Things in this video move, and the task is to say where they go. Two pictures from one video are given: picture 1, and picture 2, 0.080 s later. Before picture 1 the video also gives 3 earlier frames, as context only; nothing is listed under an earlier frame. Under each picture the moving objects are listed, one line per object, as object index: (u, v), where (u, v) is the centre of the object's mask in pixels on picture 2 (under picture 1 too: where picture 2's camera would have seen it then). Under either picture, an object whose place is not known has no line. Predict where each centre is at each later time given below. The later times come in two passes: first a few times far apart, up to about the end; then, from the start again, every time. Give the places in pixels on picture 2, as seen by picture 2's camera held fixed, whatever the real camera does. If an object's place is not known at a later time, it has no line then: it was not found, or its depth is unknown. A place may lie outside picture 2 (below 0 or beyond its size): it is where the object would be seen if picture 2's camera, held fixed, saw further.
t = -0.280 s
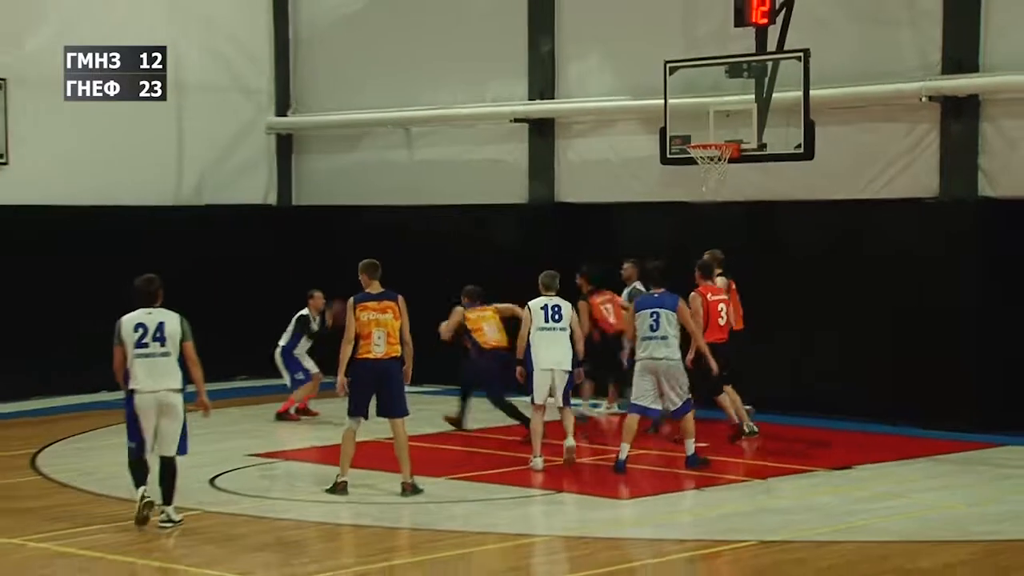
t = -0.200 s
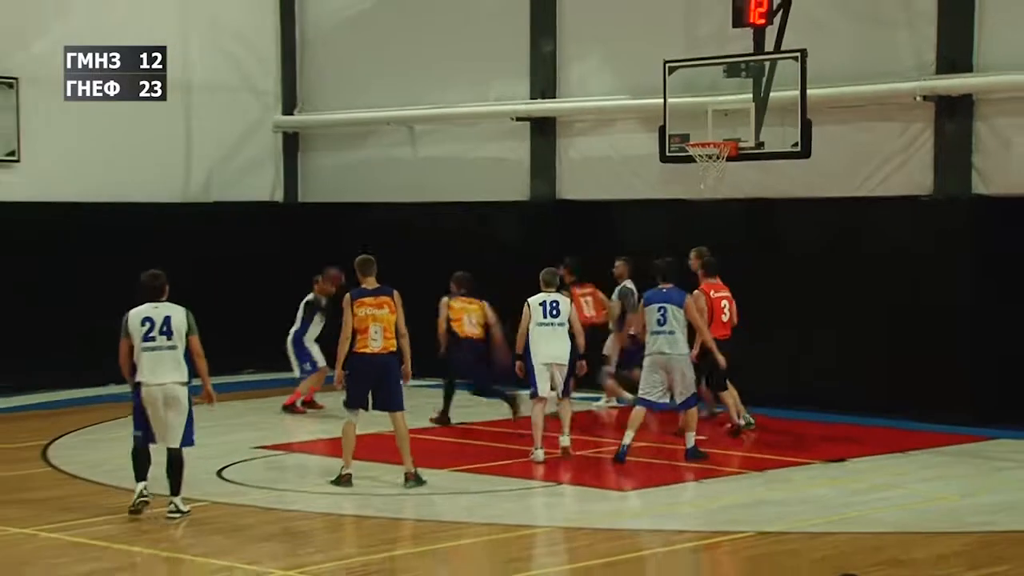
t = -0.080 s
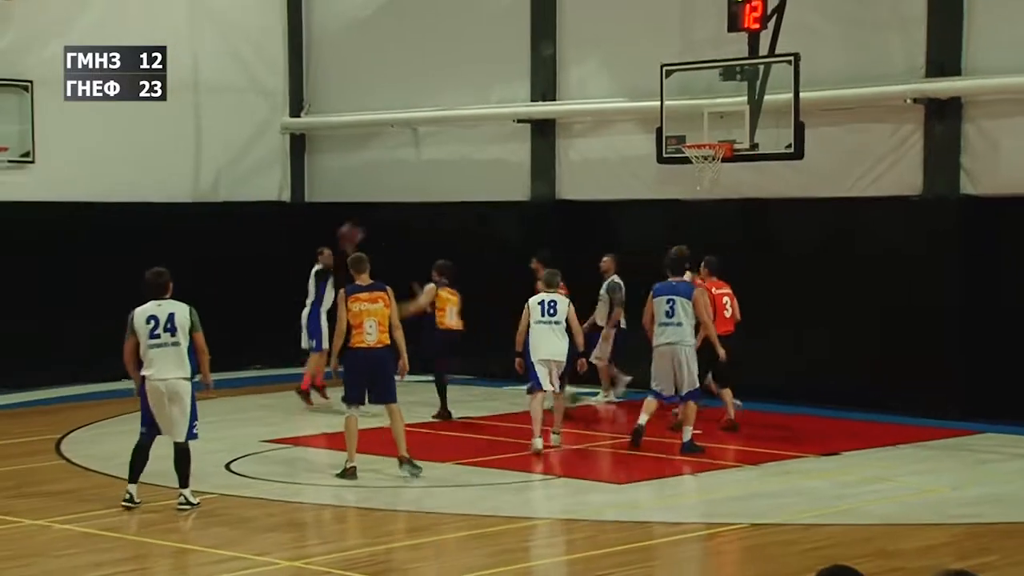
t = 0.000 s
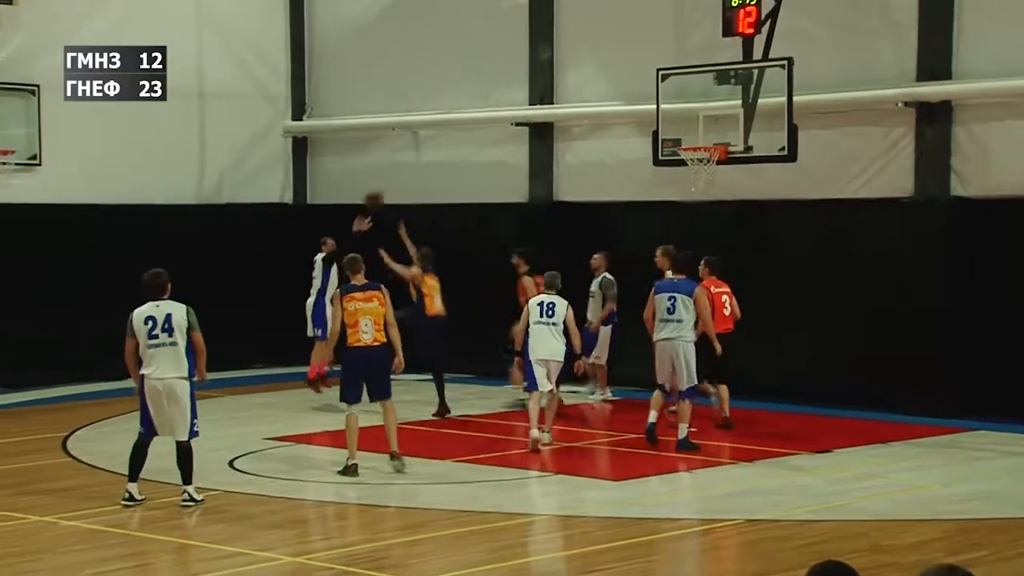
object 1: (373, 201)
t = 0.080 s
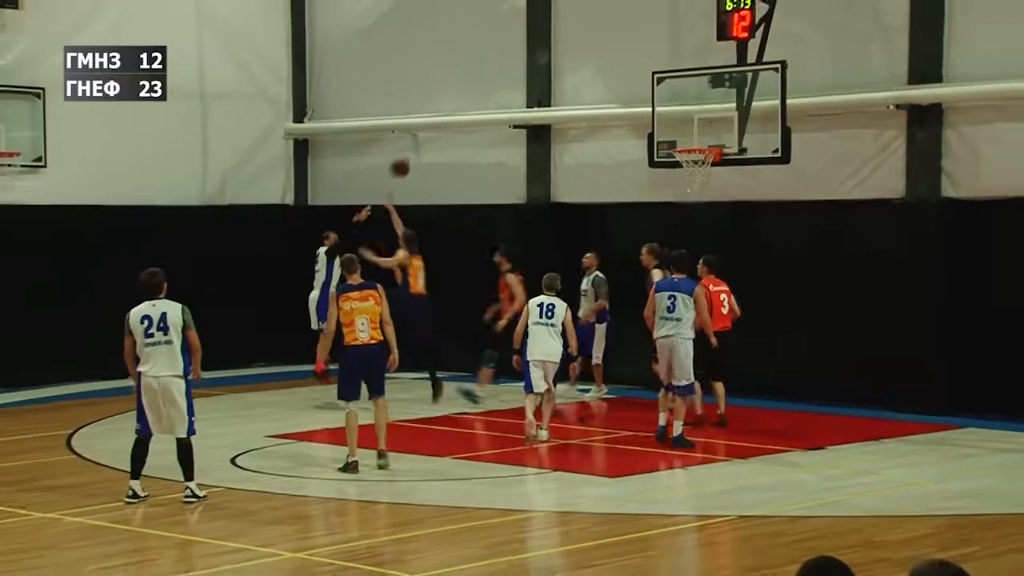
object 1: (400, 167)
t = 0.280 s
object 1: (469, 107)
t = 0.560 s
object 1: (567, 74)
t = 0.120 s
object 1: (414, 153)
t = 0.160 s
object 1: (427, 140)
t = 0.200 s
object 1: (441, 128)
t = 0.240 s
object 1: (455, 116)
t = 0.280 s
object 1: (469, 107)
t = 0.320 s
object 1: (483, 99)
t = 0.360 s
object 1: (496, 92)
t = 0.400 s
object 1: (511, 86)
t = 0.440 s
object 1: (522, 81)
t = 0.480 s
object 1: (538, 76)
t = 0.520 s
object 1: (554, 74)
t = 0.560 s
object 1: (567, 74)
